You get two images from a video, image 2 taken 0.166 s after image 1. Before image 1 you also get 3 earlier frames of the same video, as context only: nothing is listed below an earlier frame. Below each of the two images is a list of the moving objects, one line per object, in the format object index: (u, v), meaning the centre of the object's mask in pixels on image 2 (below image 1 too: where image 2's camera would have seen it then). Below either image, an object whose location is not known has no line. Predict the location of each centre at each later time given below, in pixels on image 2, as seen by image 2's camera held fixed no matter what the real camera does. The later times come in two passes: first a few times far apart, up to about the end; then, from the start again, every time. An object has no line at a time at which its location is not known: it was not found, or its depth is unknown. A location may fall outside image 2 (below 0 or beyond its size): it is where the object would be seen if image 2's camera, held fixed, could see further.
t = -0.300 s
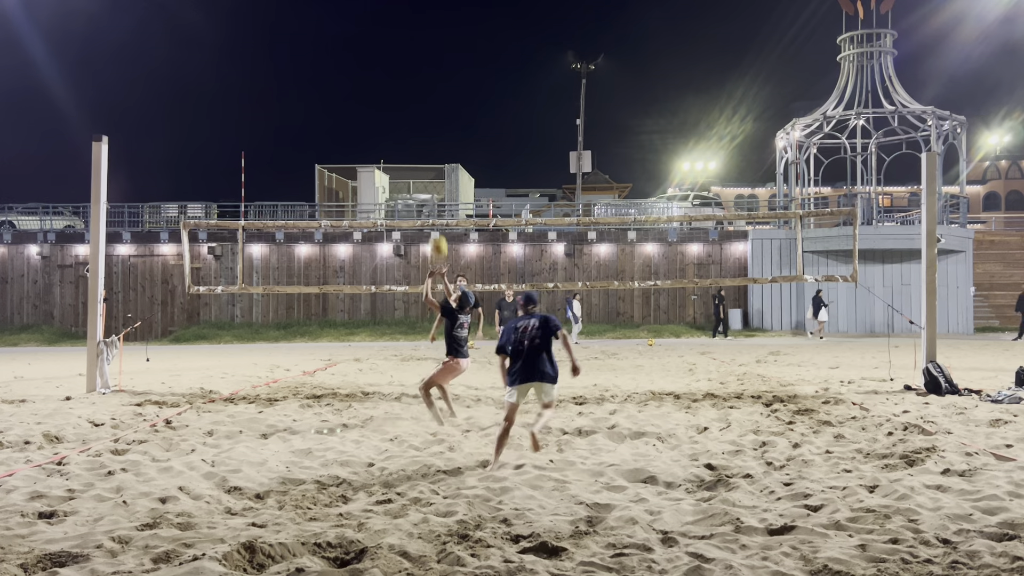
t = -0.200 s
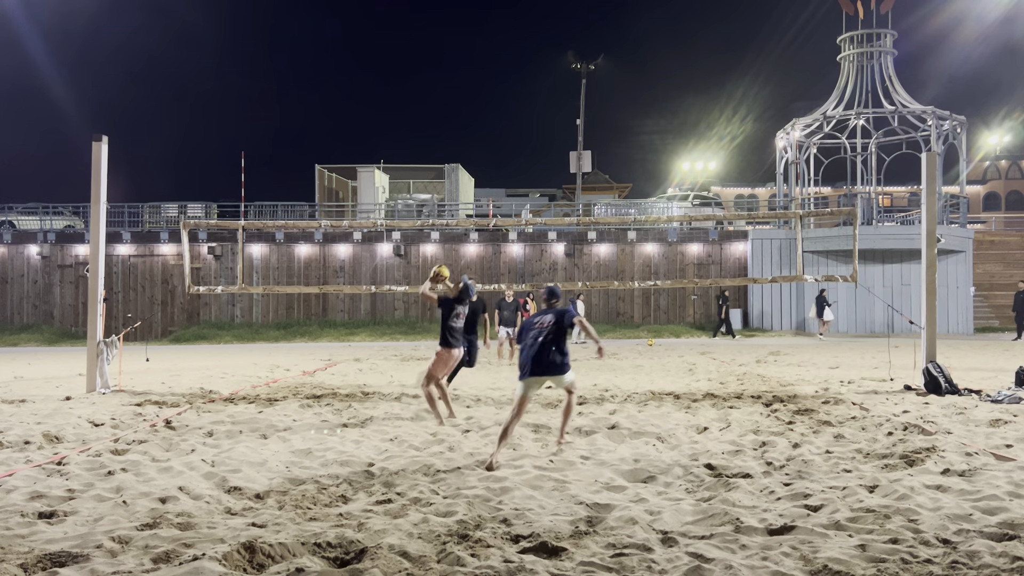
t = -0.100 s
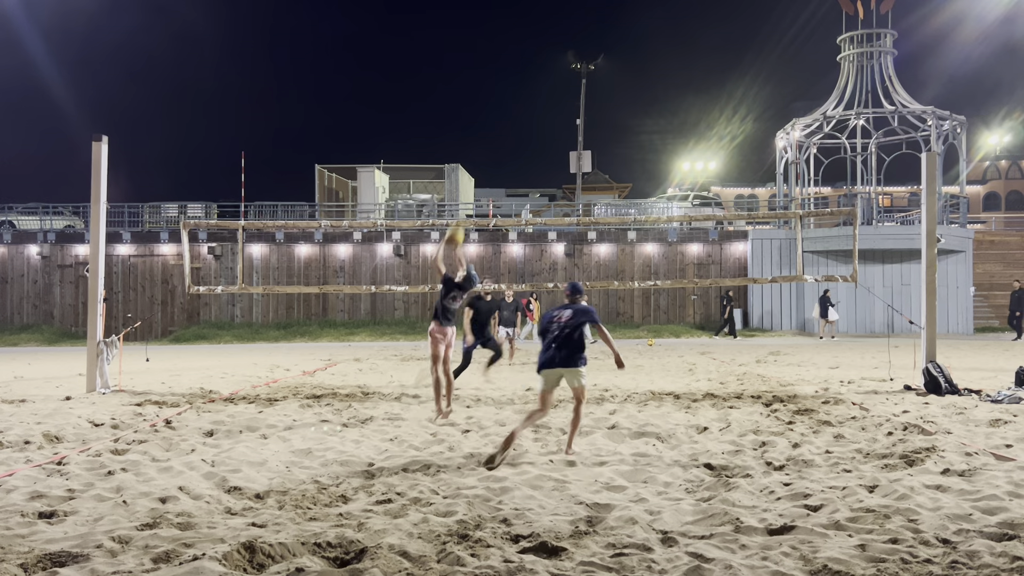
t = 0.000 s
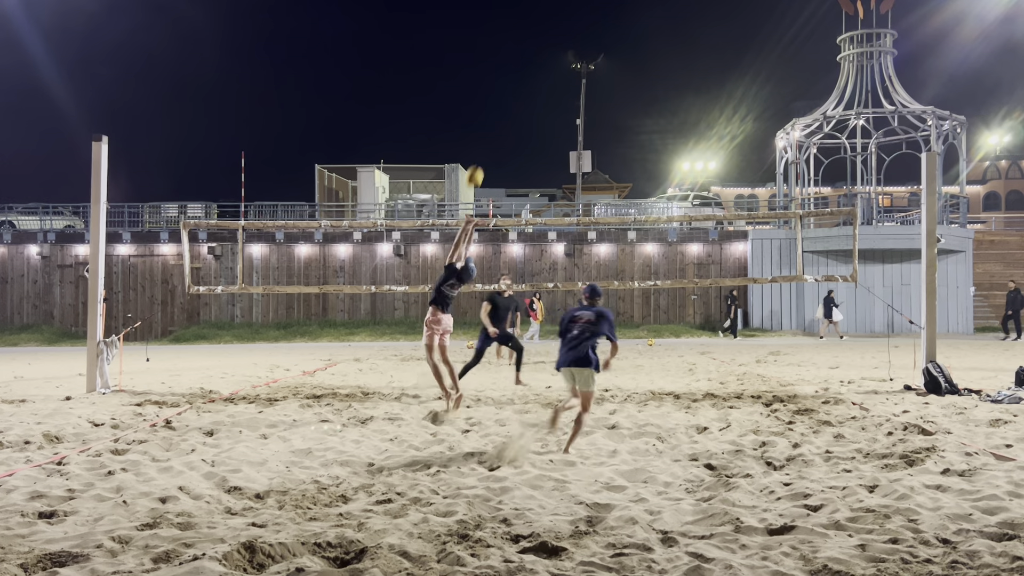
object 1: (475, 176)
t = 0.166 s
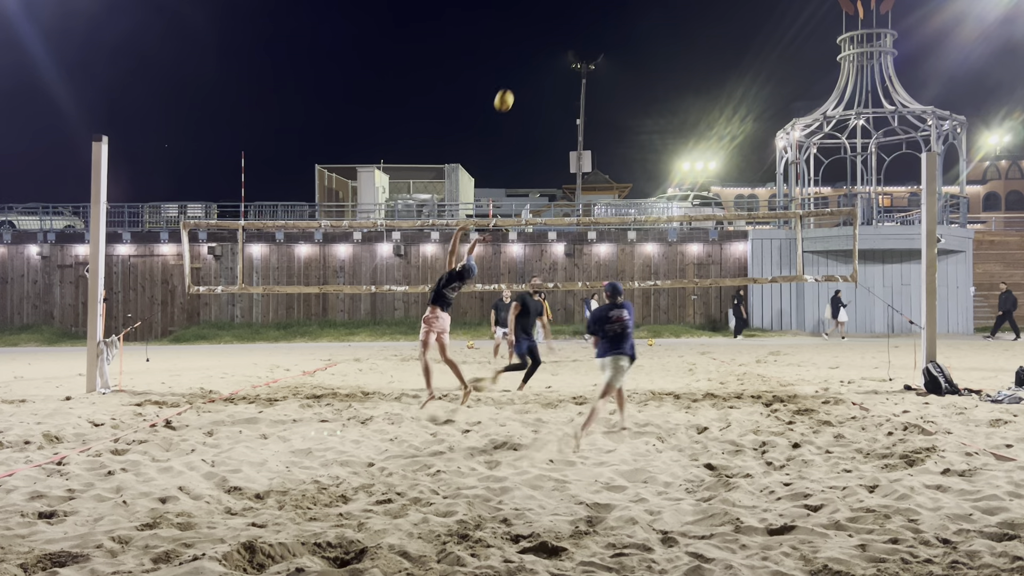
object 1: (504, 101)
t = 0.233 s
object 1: (515, 77)
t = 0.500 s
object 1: (559, 21)
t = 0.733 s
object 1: (596, 20)
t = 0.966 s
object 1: (631, 59)
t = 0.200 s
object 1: (509, 88)
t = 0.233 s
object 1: (515, 77)
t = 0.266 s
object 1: (521, 67)
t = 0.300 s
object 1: (526, 58)
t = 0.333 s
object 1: (532, 49)
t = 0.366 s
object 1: (537, 42)
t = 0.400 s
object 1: (543, 35)
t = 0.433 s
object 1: (548, 30)
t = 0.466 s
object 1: (553, 25)
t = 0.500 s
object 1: (559, 21)
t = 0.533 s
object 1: (564, 18)
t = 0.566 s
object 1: (569, 16)
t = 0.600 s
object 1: (575, 15)
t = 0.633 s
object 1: (580, 15)
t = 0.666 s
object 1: (585, 16)
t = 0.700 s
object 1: (591, 17)
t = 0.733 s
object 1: (596, 20)
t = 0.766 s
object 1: (601, 23)
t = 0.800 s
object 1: (606, 27)
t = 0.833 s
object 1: (611, 32)
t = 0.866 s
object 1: (616, 37)
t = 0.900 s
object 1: (621, 44)
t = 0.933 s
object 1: (626, 51)
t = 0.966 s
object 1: (631, 59)
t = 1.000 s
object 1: (636, 68)
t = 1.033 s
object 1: (640, 77)
